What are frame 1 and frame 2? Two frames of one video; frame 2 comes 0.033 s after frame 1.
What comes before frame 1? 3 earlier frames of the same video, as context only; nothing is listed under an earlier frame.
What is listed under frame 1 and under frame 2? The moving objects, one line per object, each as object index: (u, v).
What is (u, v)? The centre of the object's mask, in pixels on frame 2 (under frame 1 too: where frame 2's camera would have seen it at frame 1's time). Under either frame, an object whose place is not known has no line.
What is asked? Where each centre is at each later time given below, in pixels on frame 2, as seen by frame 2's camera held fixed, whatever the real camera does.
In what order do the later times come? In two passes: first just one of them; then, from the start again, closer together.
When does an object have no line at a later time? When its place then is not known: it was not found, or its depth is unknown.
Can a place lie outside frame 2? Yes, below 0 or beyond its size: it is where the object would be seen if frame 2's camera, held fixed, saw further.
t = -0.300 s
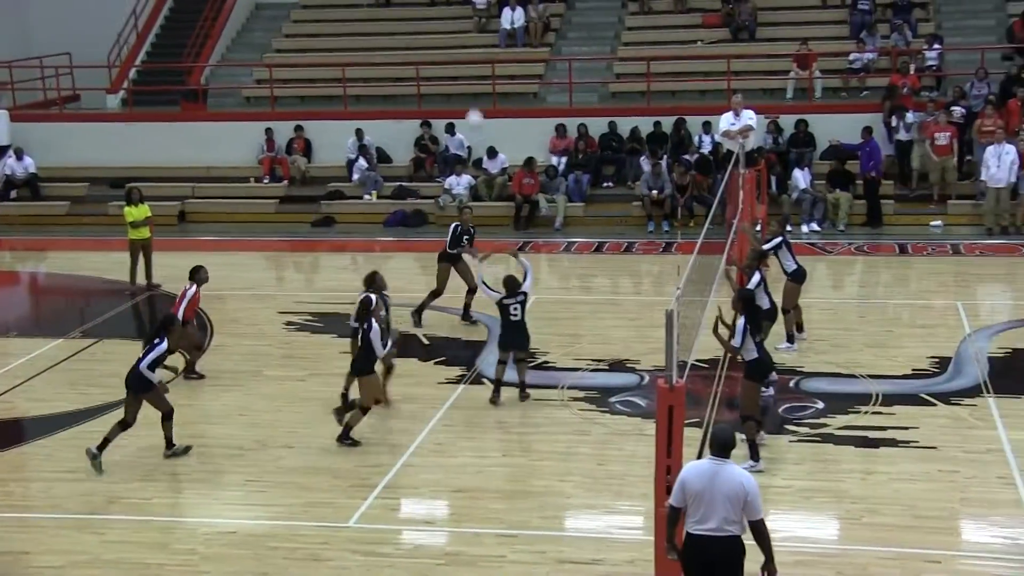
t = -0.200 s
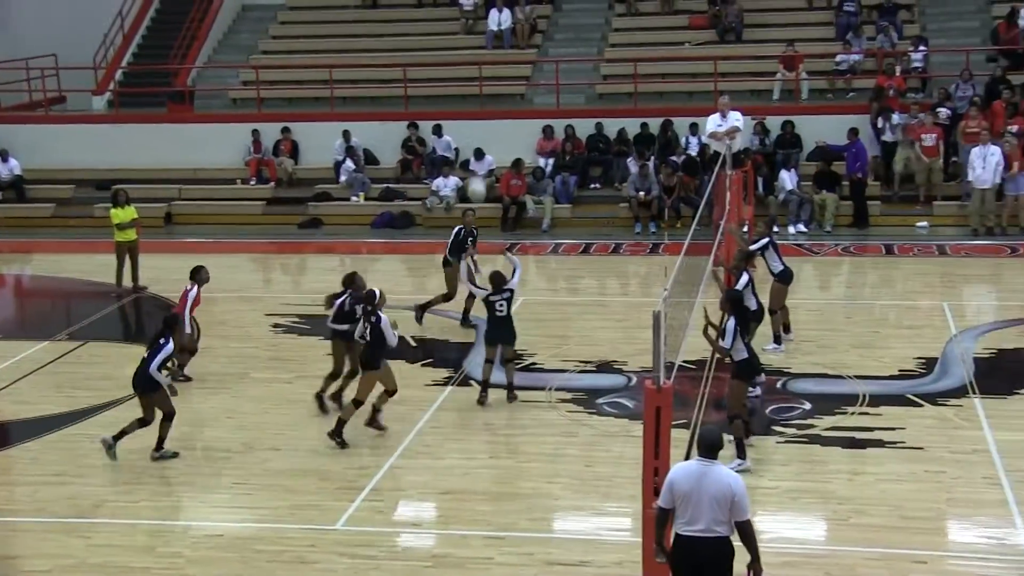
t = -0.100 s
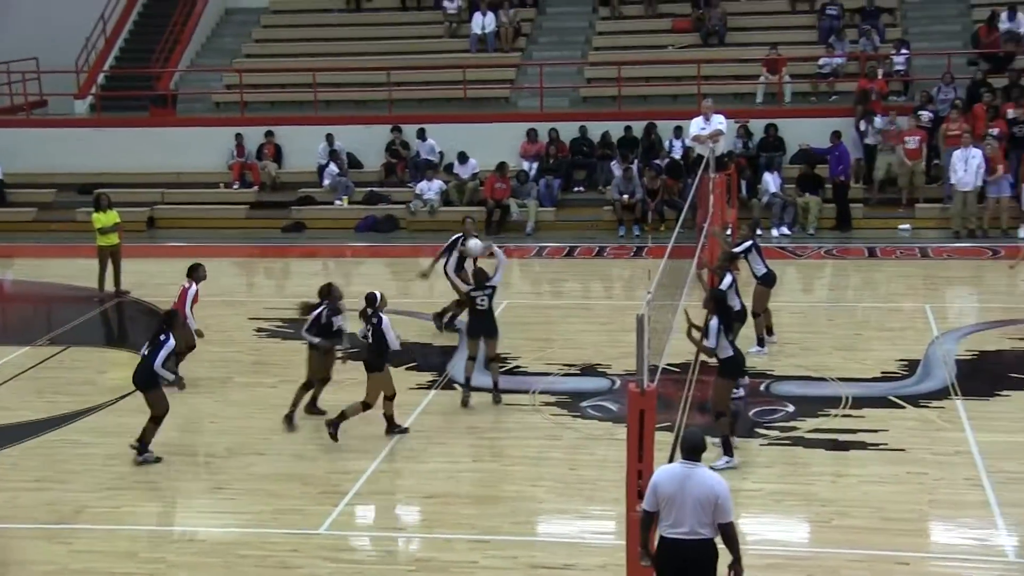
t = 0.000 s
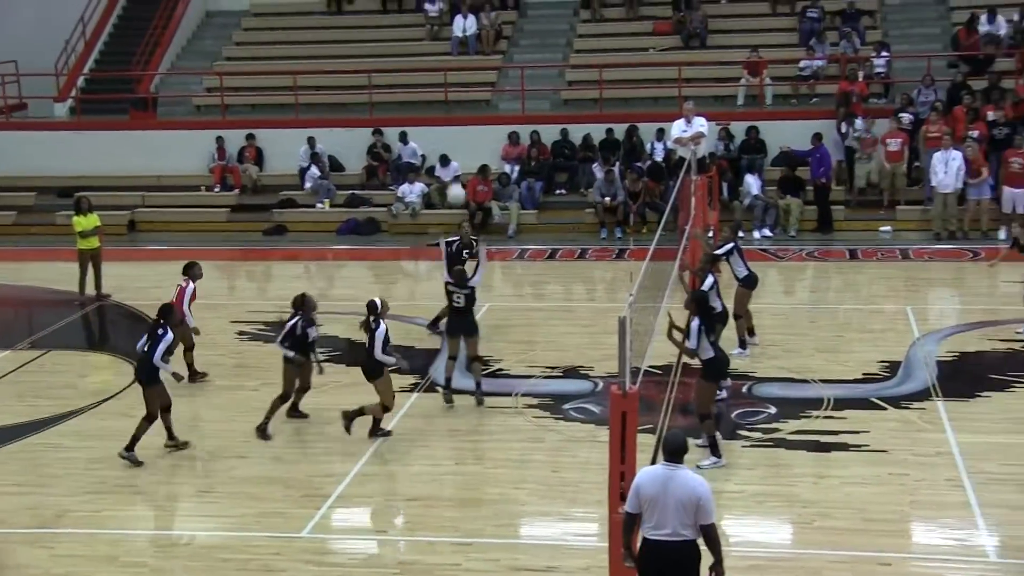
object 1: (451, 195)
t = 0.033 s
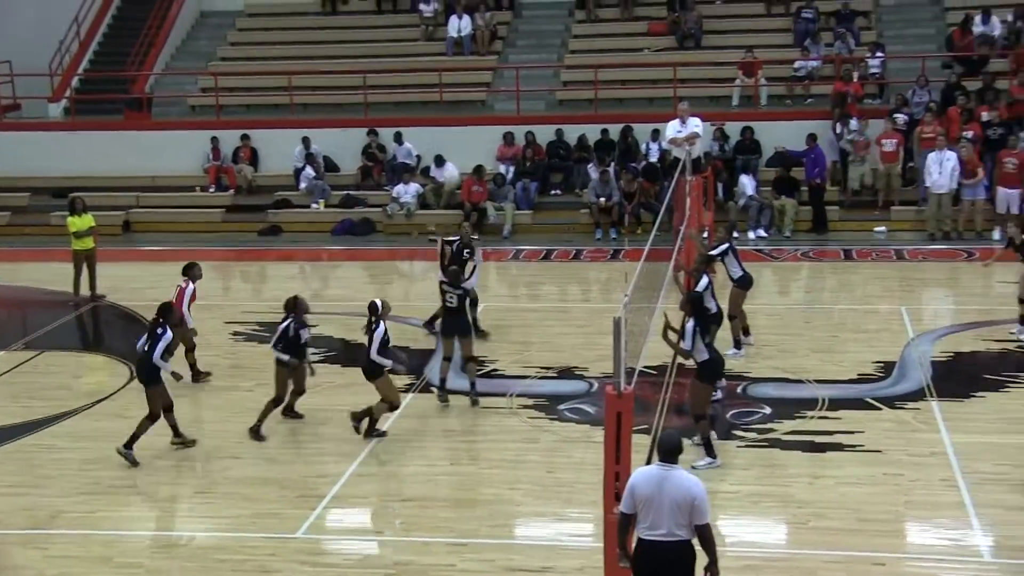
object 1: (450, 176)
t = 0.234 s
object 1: (443, 82)
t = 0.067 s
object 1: (449, 155)
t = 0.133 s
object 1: (447, 122)
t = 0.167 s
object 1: (446, 109)
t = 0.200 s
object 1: (445, 96)
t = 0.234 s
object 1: (443, 82)
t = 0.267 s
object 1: (441, 69)
